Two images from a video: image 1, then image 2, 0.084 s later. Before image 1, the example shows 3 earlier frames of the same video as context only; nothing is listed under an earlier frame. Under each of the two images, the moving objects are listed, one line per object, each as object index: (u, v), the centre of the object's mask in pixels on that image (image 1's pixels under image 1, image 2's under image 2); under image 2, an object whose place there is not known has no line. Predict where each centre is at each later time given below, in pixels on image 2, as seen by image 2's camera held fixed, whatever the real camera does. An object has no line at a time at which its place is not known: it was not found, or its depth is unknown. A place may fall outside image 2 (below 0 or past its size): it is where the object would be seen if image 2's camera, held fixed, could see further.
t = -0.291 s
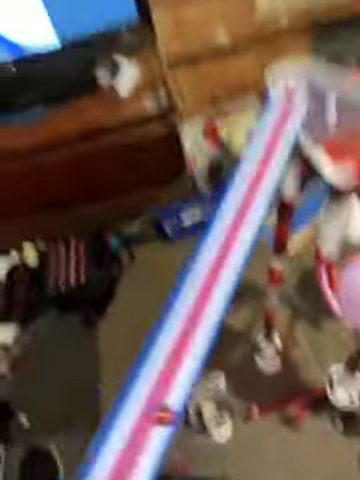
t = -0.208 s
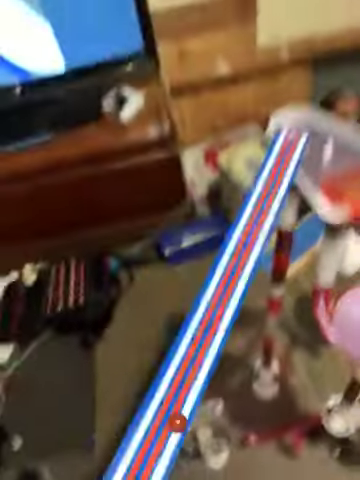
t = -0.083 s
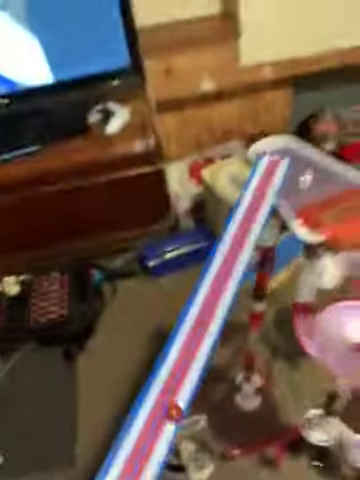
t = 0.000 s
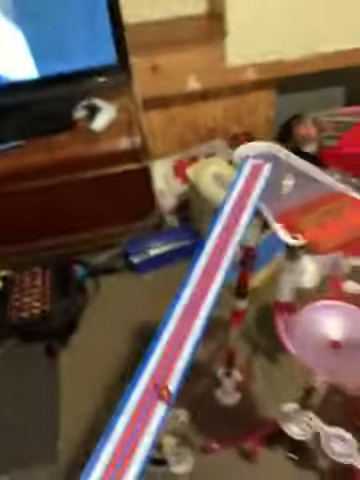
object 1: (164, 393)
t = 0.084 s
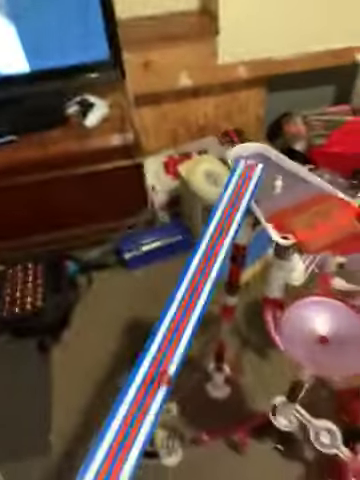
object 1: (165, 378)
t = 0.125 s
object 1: (167, 371)
